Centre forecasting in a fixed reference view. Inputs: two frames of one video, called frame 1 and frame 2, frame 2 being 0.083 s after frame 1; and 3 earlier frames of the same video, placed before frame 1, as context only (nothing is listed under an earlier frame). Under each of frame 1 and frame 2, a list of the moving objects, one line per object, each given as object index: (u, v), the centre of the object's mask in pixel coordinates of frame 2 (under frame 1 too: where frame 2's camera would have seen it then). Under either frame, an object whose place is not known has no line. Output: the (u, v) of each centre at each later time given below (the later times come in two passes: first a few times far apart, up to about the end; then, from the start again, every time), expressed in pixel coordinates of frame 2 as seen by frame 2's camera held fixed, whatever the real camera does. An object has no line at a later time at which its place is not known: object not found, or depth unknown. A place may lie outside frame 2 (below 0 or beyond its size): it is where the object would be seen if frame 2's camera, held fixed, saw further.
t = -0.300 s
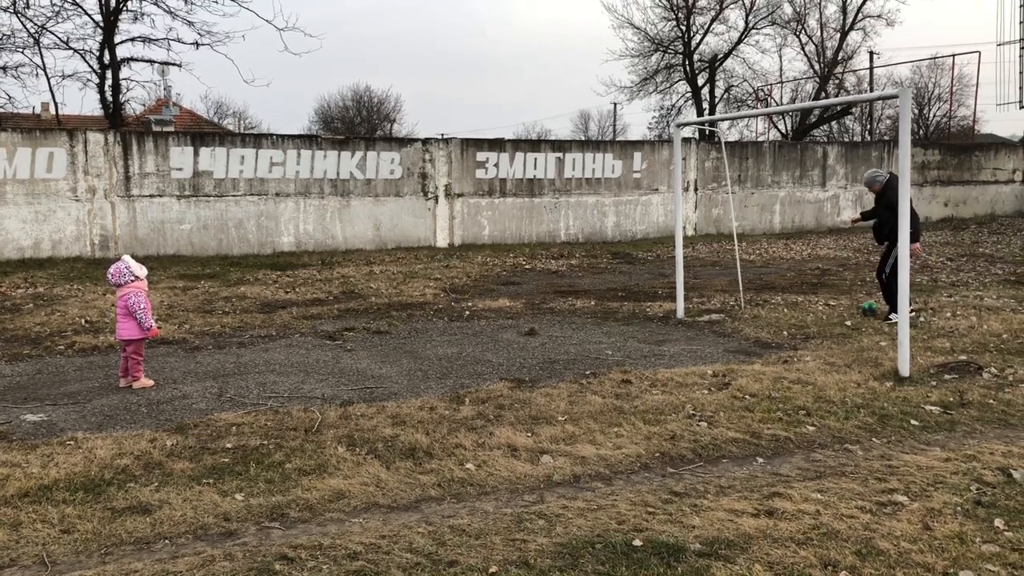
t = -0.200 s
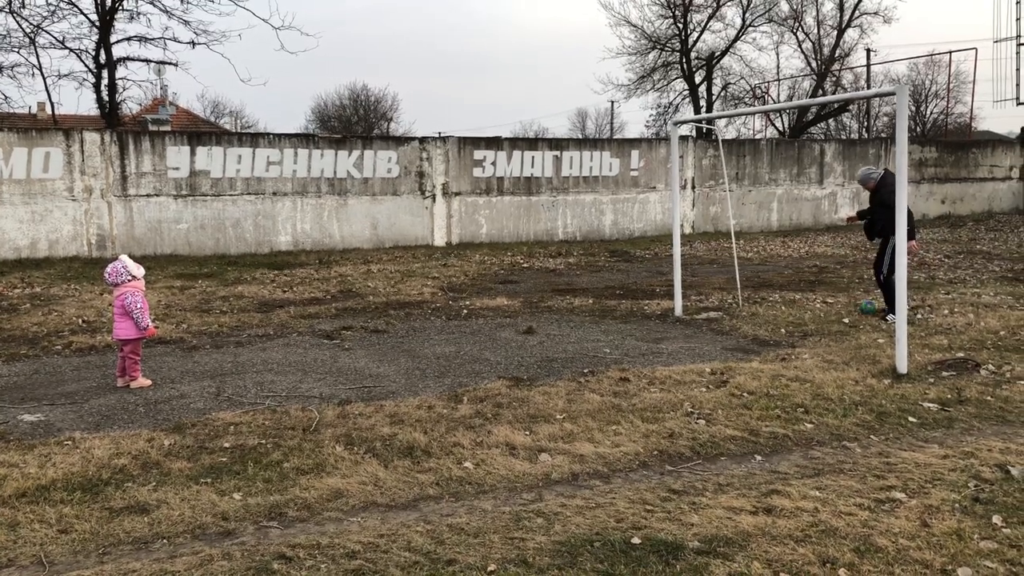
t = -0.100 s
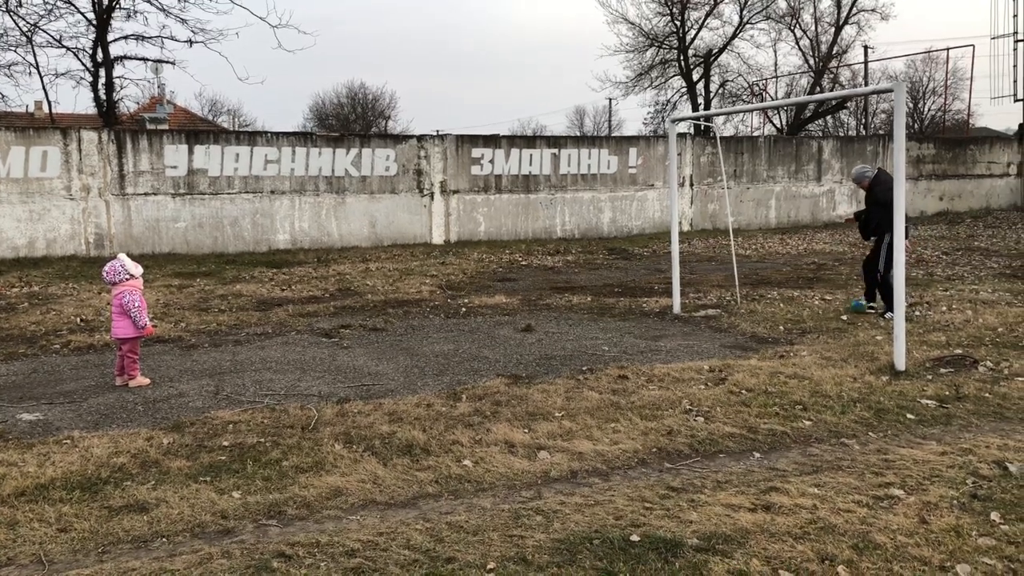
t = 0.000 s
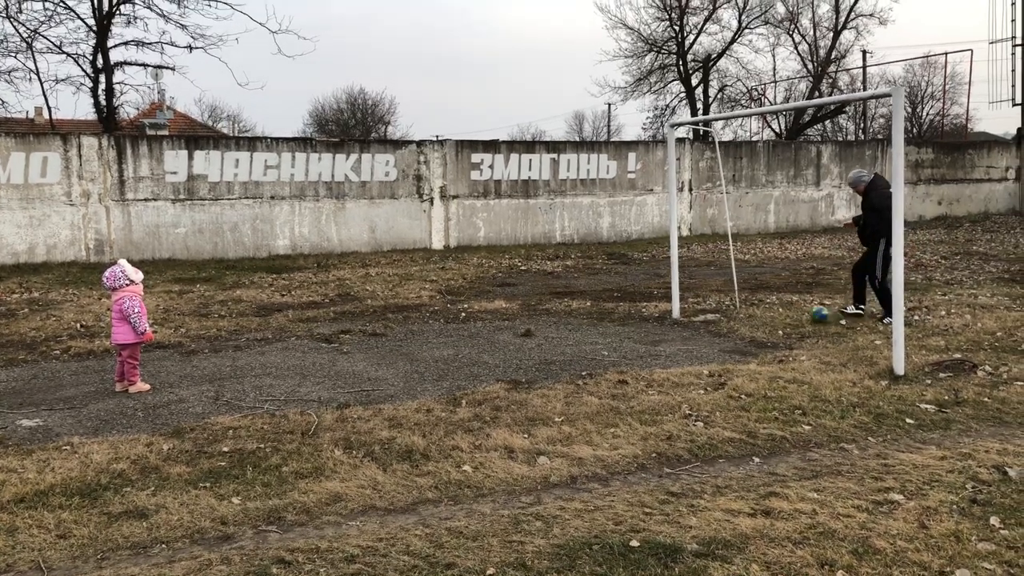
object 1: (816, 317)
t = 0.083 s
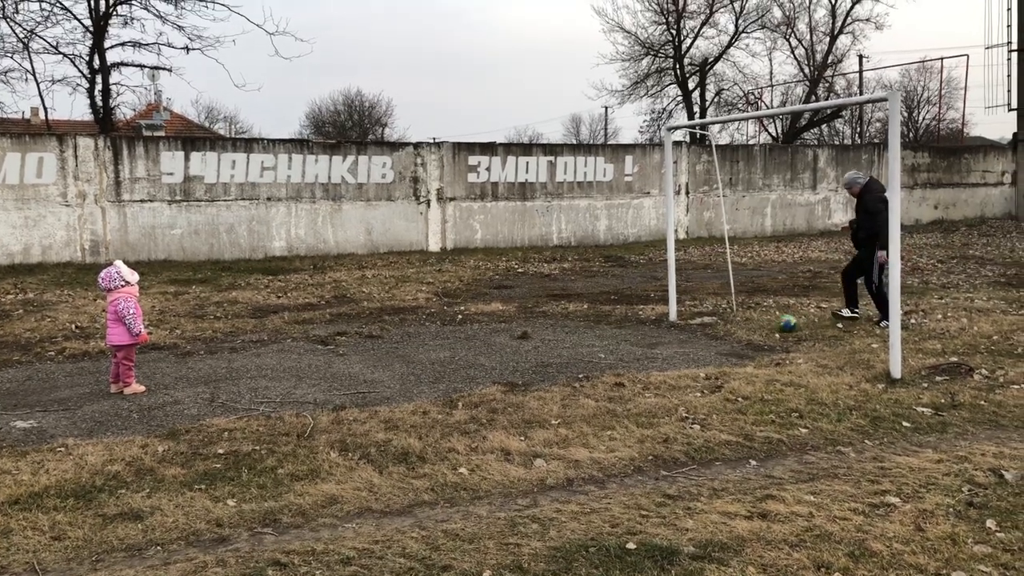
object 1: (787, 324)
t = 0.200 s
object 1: (750, 333)
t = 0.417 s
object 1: (698, 341)
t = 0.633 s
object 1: (655, 348)
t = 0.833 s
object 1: (619, 356)
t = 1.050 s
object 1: (581, 362)
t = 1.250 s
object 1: (548, 370)
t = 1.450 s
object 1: (520, 375)
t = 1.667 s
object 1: (494, 385)
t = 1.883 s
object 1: (474, 393)
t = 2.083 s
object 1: (462, 399)
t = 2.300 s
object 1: (452, 405)
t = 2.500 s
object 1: (446, 408)
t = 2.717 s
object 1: (438, 411)
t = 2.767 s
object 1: (437, 412)
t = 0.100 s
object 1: (781, 324)
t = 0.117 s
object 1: (776, 326)
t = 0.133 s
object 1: (770, 328)
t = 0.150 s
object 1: (765, 329)
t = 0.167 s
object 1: (759, 330)
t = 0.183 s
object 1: (755, 332)
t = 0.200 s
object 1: (750, 333)
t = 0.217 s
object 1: (746, 334)
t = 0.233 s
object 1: (741, 332)
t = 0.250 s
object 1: (737, 333)
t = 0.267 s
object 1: (733, 335)
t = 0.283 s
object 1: (728, 335)
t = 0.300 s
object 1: (723, 337)
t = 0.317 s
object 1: (719, 341)
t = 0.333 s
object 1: (715, 341)
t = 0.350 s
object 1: (711, 340)
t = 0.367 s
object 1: (708, 340)
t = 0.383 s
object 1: (705, 340)
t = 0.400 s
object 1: (701, 340)
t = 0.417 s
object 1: (698, 341)
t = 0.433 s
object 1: (695, 343)
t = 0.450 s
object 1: (692, 344)
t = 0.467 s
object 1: (688, 344)
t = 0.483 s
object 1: (685, 345)
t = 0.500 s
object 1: (682, 344)
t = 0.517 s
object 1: (679, 345)
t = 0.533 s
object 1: (675, 345)
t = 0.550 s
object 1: (672, 346)
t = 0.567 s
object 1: (668, 347)
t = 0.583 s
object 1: (665, 347)
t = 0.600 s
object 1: (662, 347)
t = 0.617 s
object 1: (659, 348)
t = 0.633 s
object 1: (655, 348)
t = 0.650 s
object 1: (652, 348)
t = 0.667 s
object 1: (649, 348)
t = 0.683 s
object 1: (646, 349)
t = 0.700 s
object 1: (643, 348)
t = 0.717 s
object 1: (640, 350)
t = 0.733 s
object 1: (636, 351)
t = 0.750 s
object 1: (633, 352)
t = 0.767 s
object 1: (630, 353)
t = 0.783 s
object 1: (627, 353)
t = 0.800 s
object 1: (624, 354)
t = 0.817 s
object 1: (621, 354)
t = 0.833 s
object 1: (619, 356)
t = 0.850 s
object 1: (614, 356)
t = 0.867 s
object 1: (613, 357)
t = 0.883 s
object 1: (610, 357)
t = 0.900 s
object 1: (606, 356)
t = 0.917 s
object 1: (603, 355)
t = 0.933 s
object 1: (601, 356)
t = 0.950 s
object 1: (597, 355)
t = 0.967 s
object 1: (595, 357)
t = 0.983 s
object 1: (592, 359)
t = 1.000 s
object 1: (588, 361)
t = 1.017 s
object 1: (586, 362)
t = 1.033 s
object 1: (583, 362)
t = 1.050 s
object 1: (581, 362)
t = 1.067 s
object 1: (578, 362)
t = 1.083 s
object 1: (576, 363)
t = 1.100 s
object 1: (573, 363)
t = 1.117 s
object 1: (570, 364)
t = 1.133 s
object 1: (567, 366)
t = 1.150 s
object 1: (565, 366)
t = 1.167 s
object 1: (562, 366)
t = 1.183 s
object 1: (559, 366)
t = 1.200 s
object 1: (556, 368)
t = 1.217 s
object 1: (554, 369)
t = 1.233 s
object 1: (552, 370)
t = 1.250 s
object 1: (548, 370)
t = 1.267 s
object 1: (547, 372)
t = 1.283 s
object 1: (543, 371)
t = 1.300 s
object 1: (540, 372)
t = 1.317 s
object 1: (537, 373)
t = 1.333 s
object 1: (535, 373)
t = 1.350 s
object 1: (533, 374)
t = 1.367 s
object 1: (531, 375)
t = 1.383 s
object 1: (528, 376)
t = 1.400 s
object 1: (526, 376)
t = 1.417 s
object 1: (523, 376)
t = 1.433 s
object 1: (521, 375)
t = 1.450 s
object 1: (520, 375)
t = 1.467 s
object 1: (518, 376)
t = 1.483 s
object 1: (516, 377)
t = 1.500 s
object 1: (513, 377)
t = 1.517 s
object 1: (511, 378)
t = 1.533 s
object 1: (508, 379)
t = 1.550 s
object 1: (507, 380)
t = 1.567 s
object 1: (504, 381)
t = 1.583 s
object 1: (503, 381)
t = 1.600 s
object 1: (501, 382)
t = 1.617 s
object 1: (500, 382)
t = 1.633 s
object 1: (498, 383)
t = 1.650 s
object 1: (496, 383)
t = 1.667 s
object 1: (494, 385)
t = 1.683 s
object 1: (492, 386)
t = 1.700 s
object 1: (490, 386)
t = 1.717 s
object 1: (489, 387)
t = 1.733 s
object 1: (487, 387)
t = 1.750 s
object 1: (486, 387)
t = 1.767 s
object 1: (484, 388)
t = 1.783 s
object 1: (482, 389)
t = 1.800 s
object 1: (481, 390)
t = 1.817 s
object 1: (479, 391)
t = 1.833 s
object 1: (478, 392)
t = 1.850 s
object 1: (477, 392)
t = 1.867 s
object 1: (476, 392)
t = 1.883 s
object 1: (474, 393)
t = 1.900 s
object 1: (473, 394)
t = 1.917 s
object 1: (471, 395)
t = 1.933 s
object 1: (471, 397)
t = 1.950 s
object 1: (469, 397)
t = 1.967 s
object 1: (468, 398)
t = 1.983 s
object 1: (467, 398)
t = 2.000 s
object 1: (467, 398)
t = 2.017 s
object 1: (466, 397)
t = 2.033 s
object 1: (465, 398)
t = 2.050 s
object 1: (464, 399)
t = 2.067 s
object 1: (462, 399)
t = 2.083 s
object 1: (462, 399)
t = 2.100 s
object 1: (460, 400)
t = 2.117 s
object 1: (460, 401)
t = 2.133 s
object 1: (460, 401)
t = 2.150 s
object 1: (458, 402)
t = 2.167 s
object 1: (458, 402)
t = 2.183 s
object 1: (457, 402)
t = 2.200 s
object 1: (457, 403)
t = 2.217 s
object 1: (456, 403)
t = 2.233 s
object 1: (456, 403)
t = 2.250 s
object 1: (455, 404)
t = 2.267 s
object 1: (454, 404)
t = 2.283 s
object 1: (453, 405)
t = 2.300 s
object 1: (452, 405)
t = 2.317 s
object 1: (452, 405)
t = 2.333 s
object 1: (451, 405)
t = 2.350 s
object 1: (451, 405)
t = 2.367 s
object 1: (451, 406)
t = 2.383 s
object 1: (450, 406)
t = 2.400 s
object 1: (450, 406)
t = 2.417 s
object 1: (449, 407)
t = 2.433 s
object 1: (448, 407)
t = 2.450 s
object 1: (448, 407)
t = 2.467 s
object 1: (447, 407)
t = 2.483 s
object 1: (447, 408)
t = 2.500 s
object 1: (446, 408)
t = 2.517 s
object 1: (446, 408)
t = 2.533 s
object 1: (445, 409)
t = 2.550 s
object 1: (445, 409)
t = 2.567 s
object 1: (444, 409)
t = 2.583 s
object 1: (443, 409)
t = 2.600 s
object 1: (441, 410)
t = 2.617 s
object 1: (441, 410)
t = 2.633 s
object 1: (440, 411)
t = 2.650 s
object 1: (440, 411)
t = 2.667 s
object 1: (439, 411)
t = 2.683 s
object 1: (439, 411)
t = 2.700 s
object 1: (439, 411)
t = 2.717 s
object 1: (438, 411)
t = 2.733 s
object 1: (438, 412)
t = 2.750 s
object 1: (437, 412)
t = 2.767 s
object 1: (437, 412)
